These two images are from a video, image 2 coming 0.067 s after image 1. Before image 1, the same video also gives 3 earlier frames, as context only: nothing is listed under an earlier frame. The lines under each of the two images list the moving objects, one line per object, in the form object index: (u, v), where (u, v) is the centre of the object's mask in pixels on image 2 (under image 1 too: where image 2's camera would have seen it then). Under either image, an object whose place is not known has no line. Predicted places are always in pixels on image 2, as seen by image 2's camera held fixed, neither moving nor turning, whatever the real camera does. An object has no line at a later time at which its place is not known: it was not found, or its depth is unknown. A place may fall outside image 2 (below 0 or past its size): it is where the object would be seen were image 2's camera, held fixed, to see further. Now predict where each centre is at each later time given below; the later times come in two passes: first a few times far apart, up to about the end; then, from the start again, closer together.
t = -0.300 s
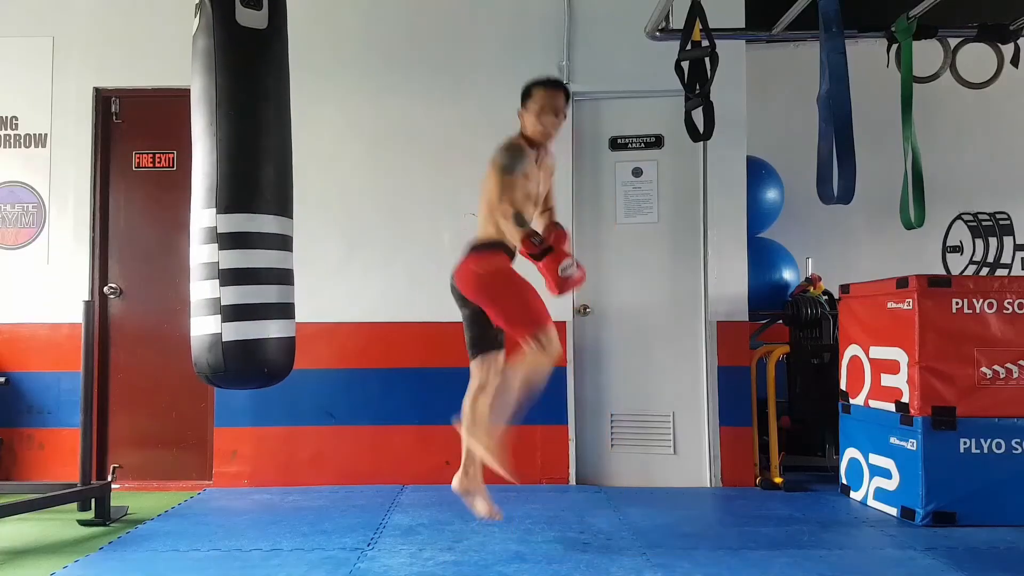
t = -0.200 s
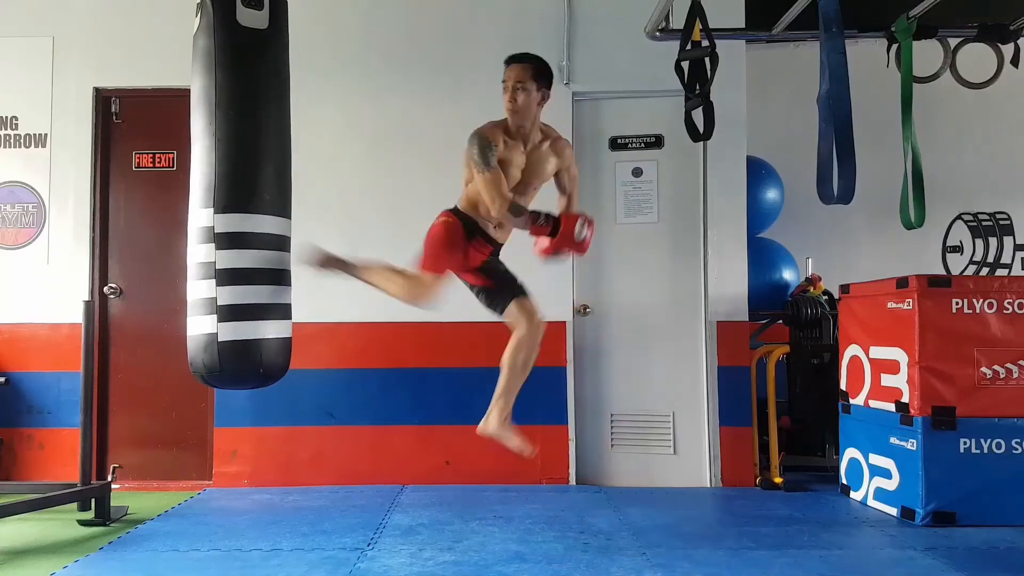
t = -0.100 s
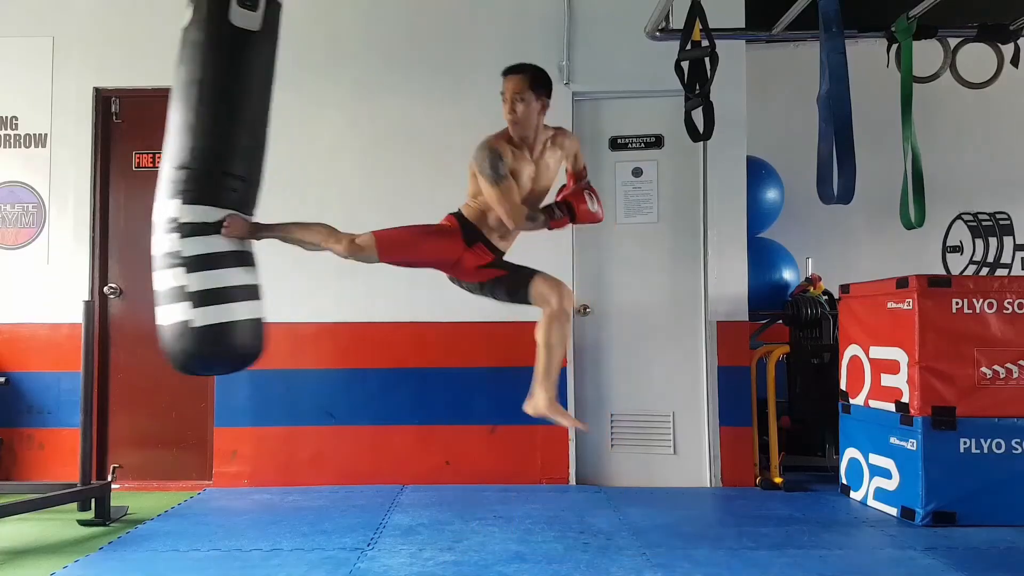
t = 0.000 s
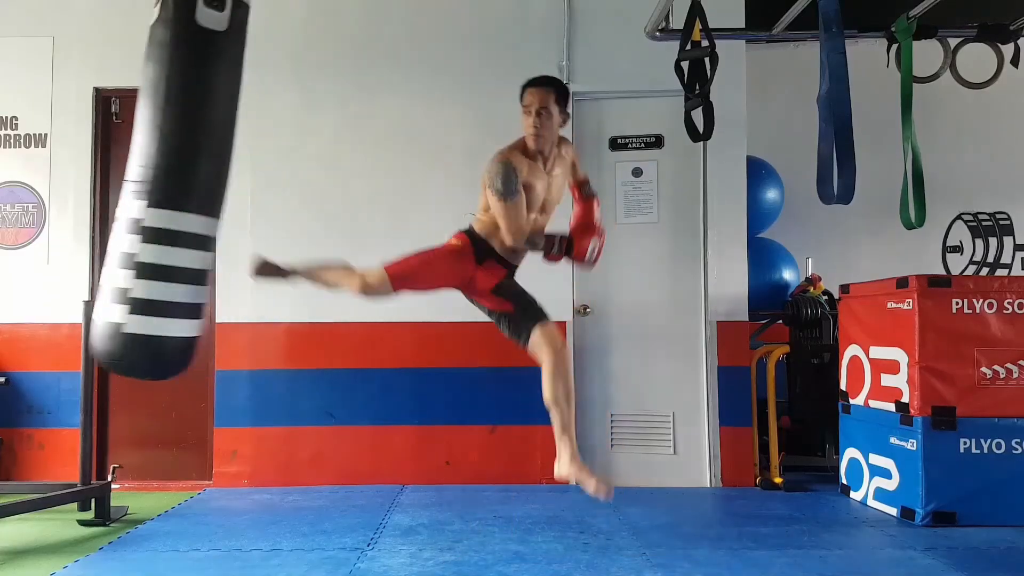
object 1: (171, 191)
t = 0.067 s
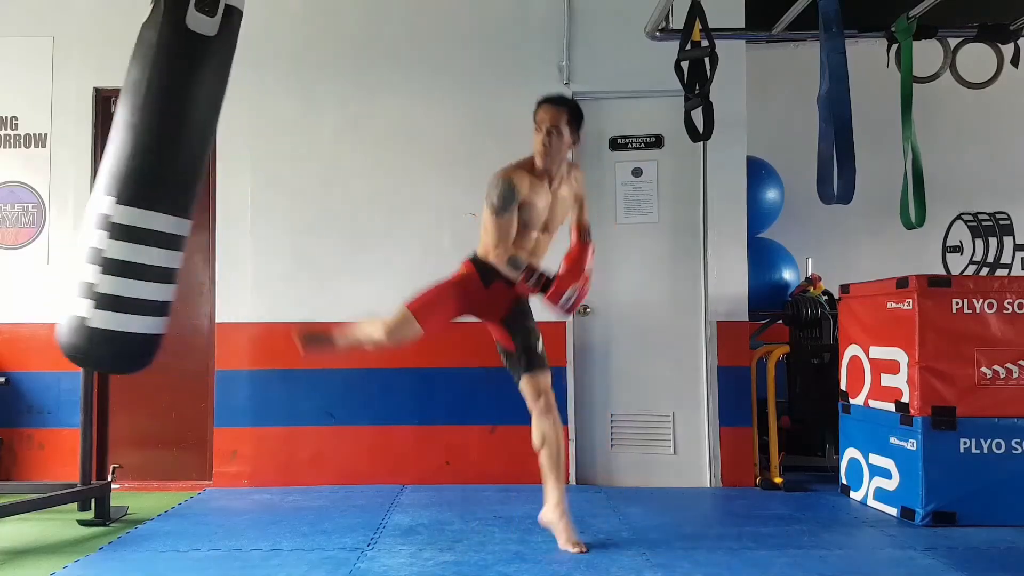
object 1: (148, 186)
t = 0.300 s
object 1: (94, 164)
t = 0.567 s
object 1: (91, 154)
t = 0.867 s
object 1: (144, 184)
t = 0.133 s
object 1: (129, 179)
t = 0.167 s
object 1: (120, 177)
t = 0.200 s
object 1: (111, 175)
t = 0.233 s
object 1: (104, 171)
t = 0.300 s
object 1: (94, 164)
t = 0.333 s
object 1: (90, 161)
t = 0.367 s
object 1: (87, 158)
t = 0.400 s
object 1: (86, 156)
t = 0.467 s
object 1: (86, 152)
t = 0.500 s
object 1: (87, 152)
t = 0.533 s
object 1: (89, 152)
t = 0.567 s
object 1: (91, 154)
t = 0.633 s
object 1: (95, 160)
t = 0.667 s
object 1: (98, 165)
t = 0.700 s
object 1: (102, 170)
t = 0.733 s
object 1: (108, 173)
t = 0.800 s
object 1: (125, 178)
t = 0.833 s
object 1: (133, 182)
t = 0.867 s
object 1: (144, 184)
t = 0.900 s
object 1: (156, 186)
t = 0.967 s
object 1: (181, 190)
